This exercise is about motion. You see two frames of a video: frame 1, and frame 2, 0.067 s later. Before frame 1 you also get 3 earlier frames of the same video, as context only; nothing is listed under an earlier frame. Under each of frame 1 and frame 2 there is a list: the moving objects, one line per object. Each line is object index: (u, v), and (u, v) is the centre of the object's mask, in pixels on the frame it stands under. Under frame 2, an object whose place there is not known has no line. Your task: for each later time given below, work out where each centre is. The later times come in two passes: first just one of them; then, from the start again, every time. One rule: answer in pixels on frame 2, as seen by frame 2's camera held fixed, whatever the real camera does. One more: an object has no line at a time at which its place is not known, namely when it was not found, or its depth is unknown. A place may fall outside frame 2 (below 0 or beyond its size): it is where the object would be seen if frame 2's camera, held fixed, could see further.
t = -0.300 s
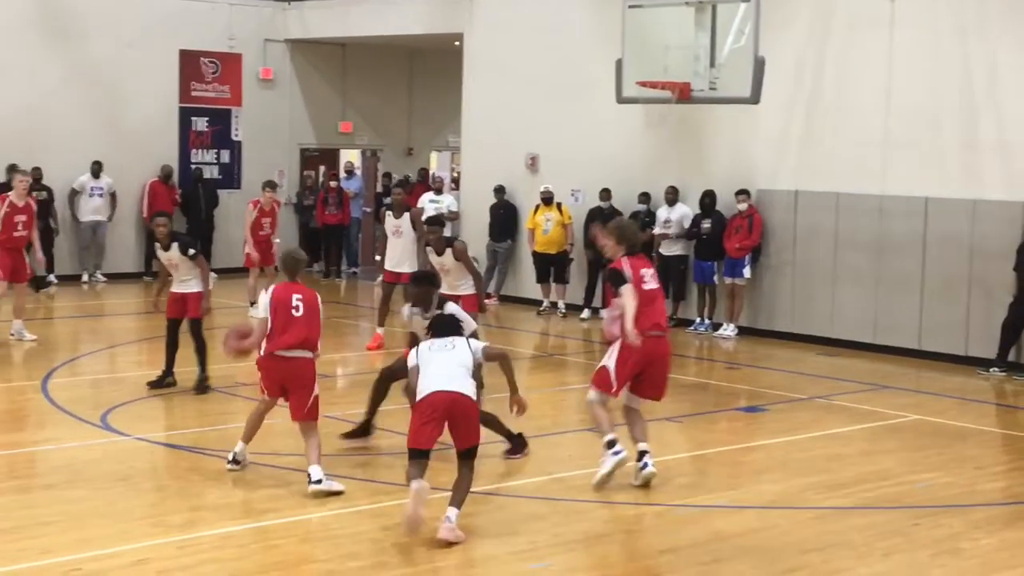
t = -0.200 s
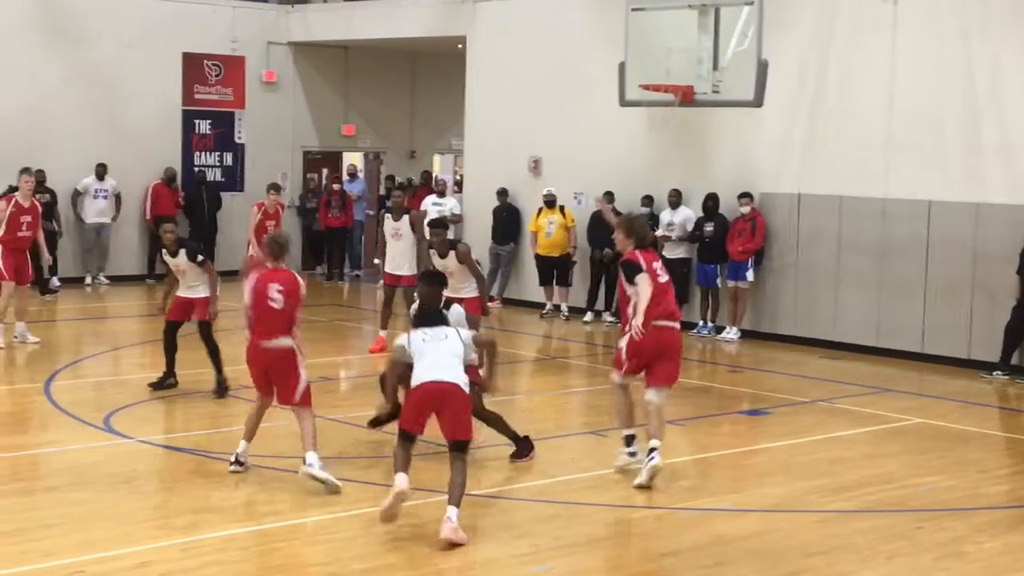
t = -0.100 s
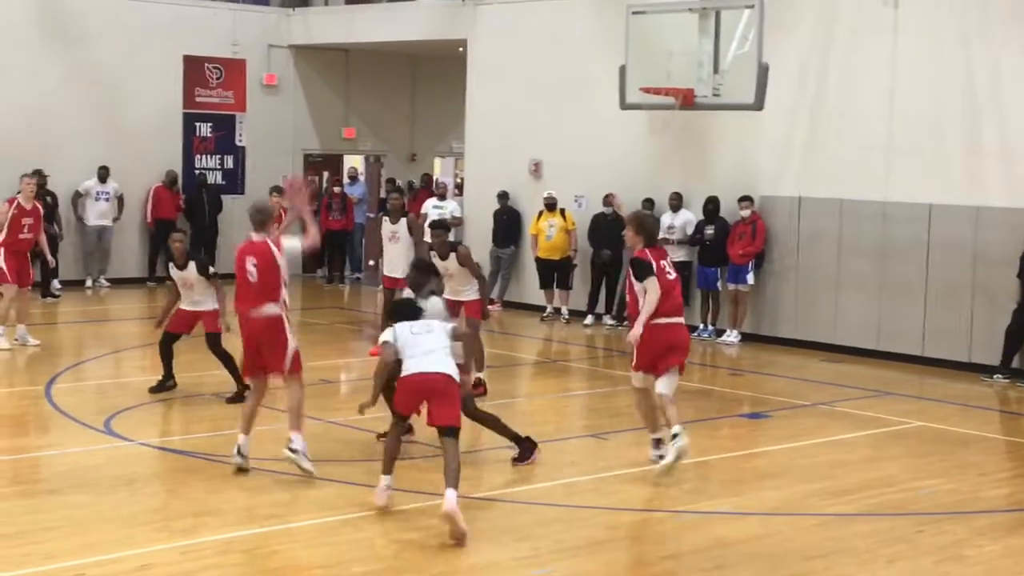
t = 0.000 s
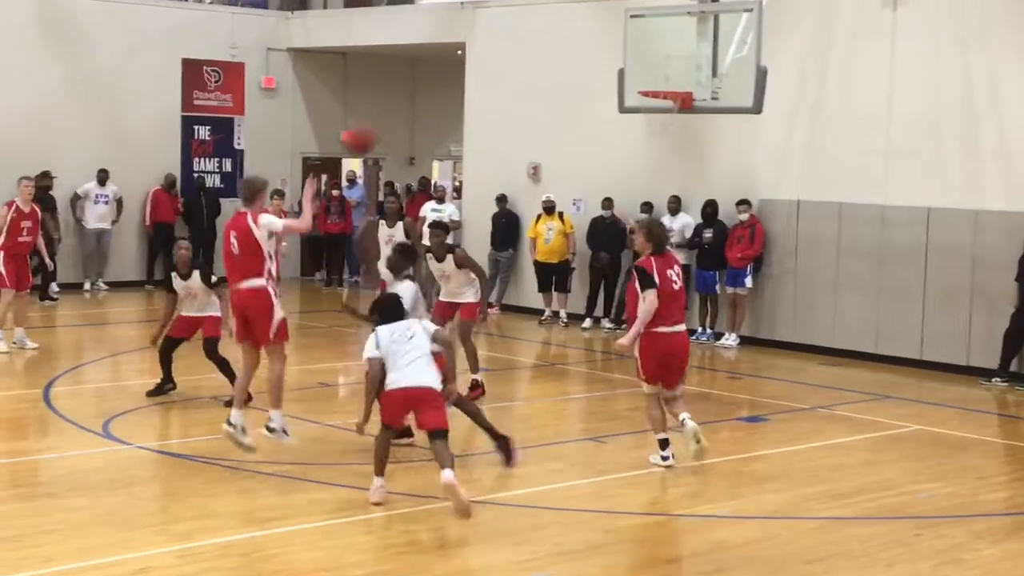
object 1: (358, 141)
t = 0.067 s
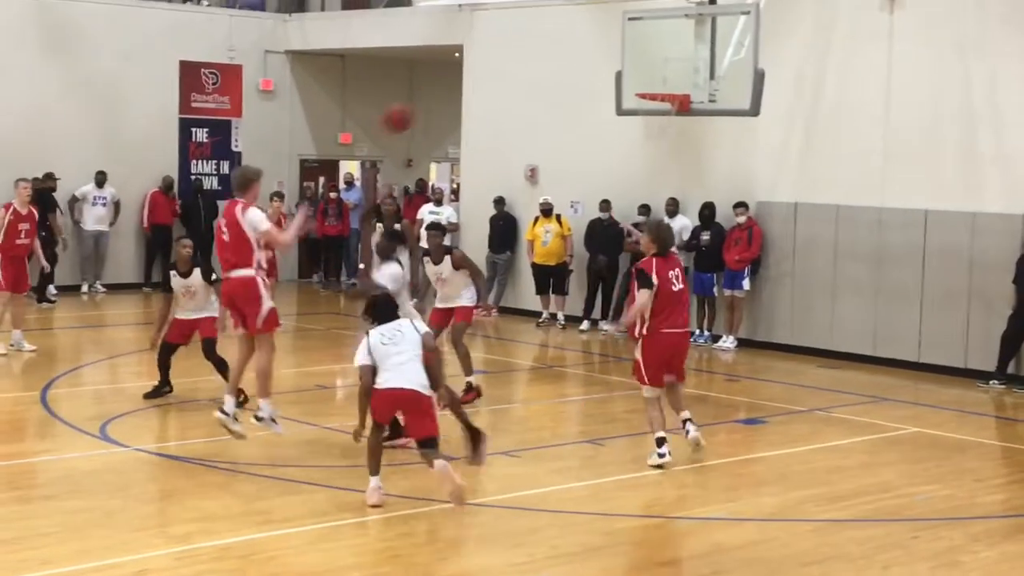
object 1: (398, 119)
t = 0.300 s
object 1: (525, 77)
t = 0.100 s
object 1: (417, 108)
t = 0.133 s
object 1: (435, 98)
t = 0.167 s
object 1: (455, 91)
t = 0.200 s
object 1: (474, 86)
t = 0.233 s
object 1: (491, 81)
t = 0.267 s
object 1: (508, 78)
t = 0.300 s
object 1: (525, 77)
